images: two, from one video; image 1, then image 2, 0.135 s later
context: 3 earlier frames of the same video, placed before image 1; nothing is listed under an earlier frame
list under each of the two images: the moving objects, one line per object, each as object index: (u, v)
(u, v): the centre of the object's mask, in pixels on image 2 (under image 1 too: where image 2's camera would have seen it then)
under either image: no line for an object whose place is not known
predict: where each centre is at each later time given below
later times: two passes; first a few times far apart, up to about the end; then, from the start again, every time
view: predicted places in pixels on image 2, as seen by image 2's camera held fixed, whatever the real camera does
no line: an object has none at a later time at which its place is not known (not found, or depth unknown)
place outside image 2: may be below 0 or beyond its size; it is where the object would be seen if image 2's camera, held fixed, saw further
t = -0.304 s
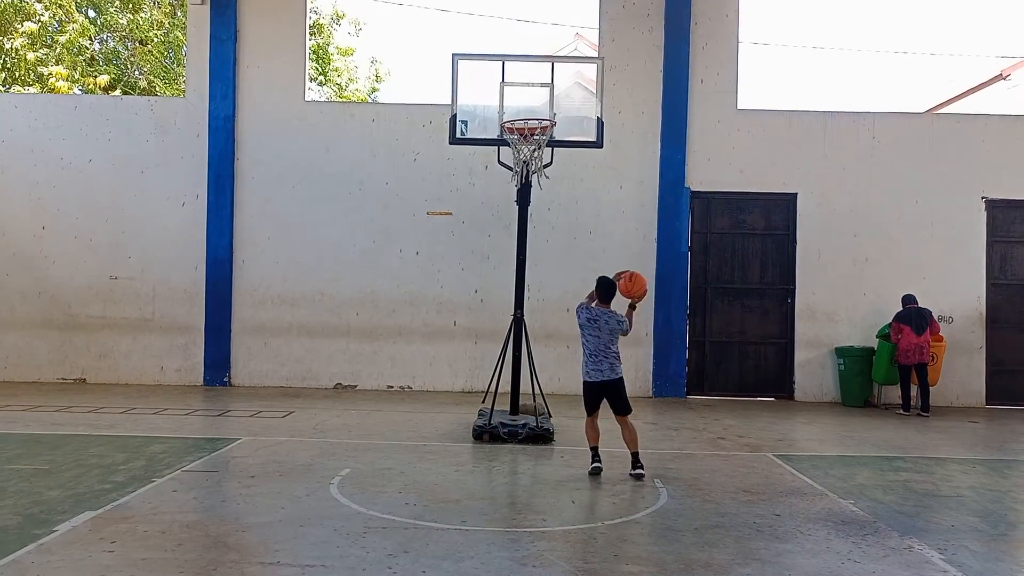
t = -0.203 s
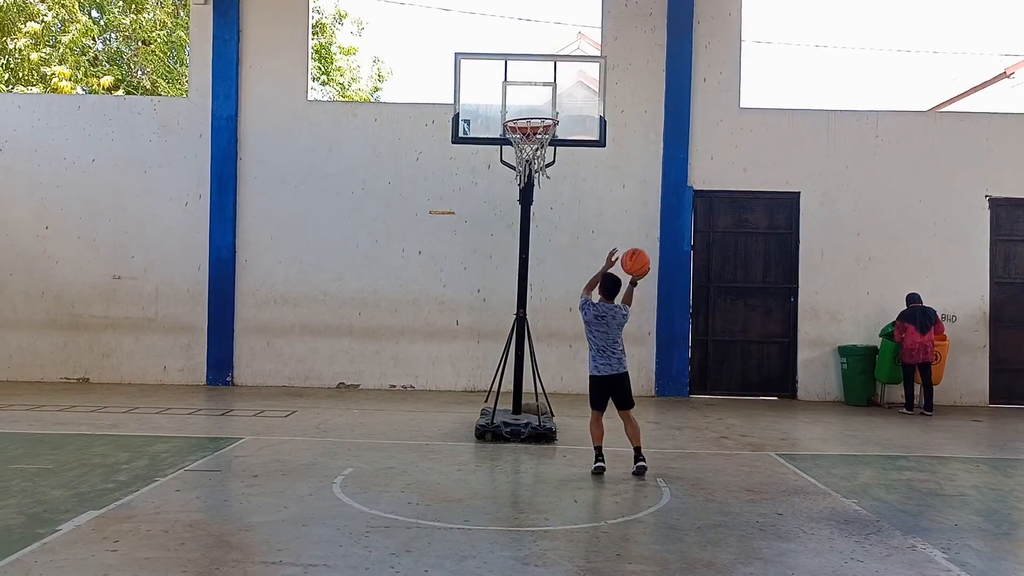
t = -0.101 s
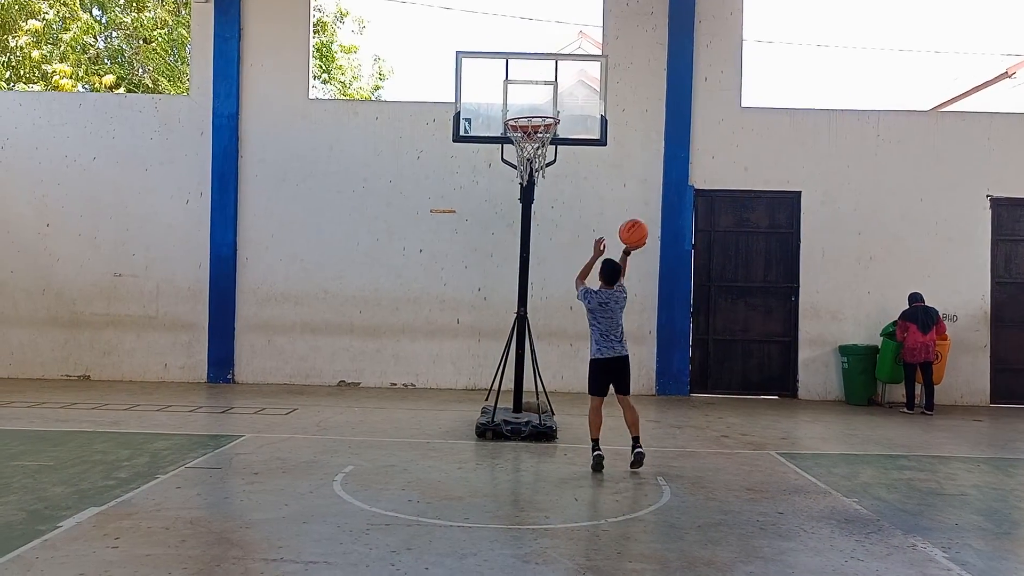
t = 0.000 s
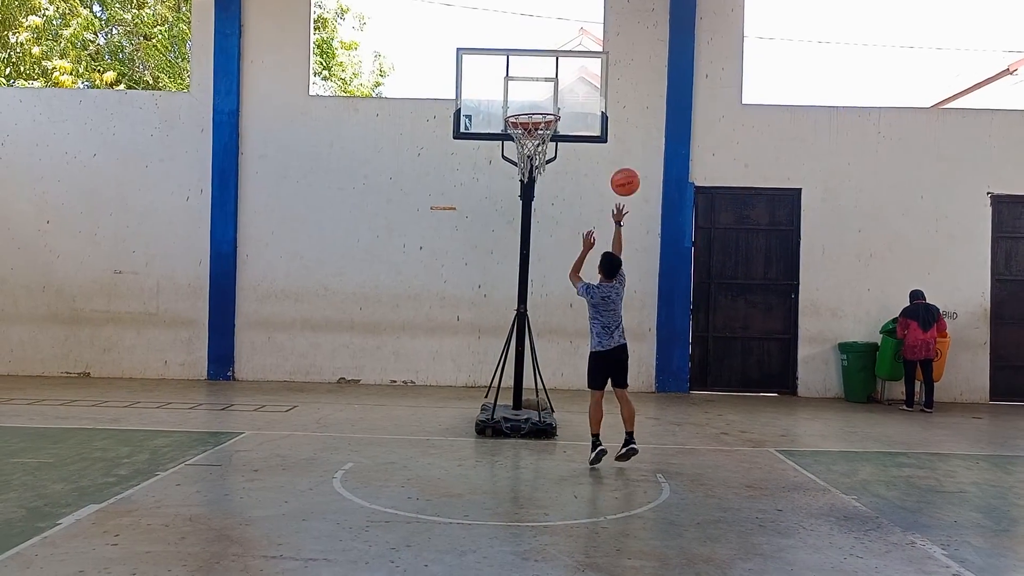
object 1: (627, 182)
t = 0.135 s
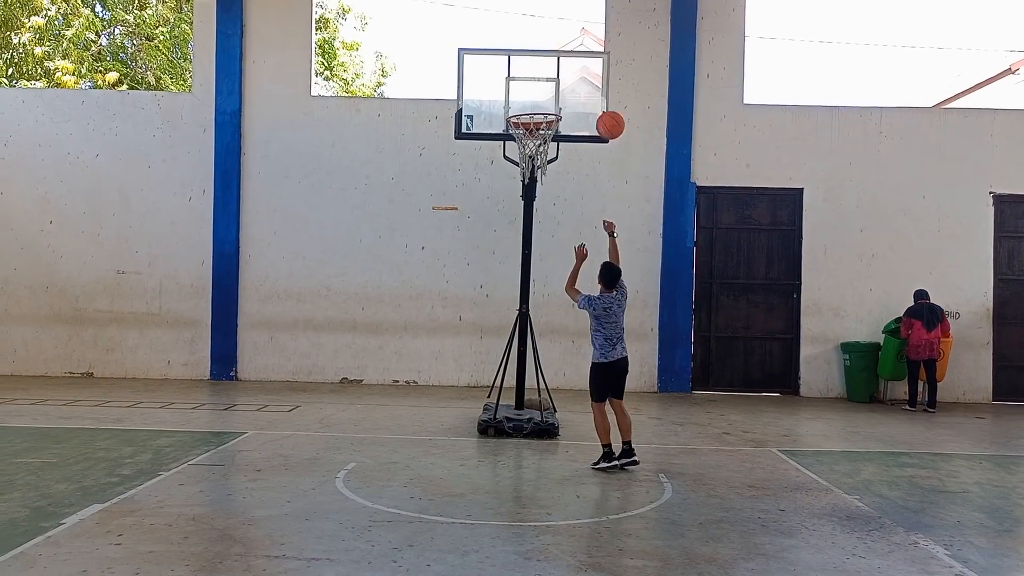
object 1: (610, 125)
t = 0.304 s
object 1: (589, 84)
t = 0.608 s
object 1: (555, 91)
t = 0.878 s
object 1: (547, 86)
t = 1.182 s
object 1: (534, 122)
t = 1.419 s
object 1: (523, 158)
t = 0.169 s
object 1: (606, 114)
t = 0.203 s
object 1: (602, 105)
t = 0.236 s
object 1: (598, 96)
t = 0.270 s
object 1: (593, 90)
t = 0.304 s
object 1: (589, 84)
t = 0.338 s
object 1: (585, 80)
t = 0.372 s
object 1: (581, 77)
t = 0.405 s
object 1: (577, 75)
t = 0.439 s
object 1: (572, 75)
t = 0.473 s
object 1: (568, 76)
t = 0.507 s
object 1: (564, 78)
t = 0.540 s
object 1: (560, 81)
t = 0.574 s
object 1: (557, 85)
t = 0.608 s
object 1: (555, 91)
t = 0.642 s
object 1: (552, 98)
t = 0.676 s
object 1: (549, 105)
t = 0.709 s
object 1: (549, 104)
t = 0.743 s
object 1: (548, 98)
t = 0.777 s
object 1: (548, 93)
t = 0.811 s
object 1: (548, 89)
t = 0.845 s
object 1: (547, 87)
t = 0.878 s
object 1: (547, 86)
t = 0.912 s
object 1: (546, 86)
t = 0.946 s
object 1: (546, 87)
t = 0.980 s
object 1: (545, 89)
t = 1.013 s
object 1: (545, 93)
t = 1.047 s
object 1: (544, 99)
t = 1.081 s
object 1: (544, 105)
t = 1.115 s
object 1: (542, 112)
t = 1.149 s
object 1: (538, 117)
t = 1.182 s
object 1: (534, 122)
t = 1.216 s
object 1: (530, 130)
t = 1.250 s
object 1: (525, 136)
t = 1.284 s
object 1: (523, 144)
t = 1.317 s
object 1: (522, 147)
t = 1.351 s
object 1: (521, 150)
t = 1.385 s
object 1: (522, 154)
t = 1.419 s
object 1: (523, 158)
